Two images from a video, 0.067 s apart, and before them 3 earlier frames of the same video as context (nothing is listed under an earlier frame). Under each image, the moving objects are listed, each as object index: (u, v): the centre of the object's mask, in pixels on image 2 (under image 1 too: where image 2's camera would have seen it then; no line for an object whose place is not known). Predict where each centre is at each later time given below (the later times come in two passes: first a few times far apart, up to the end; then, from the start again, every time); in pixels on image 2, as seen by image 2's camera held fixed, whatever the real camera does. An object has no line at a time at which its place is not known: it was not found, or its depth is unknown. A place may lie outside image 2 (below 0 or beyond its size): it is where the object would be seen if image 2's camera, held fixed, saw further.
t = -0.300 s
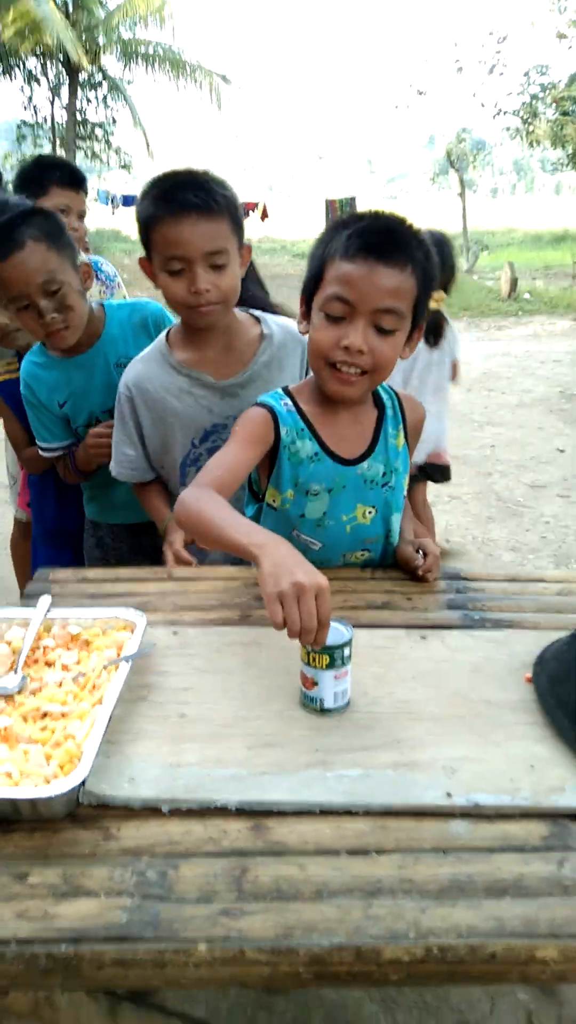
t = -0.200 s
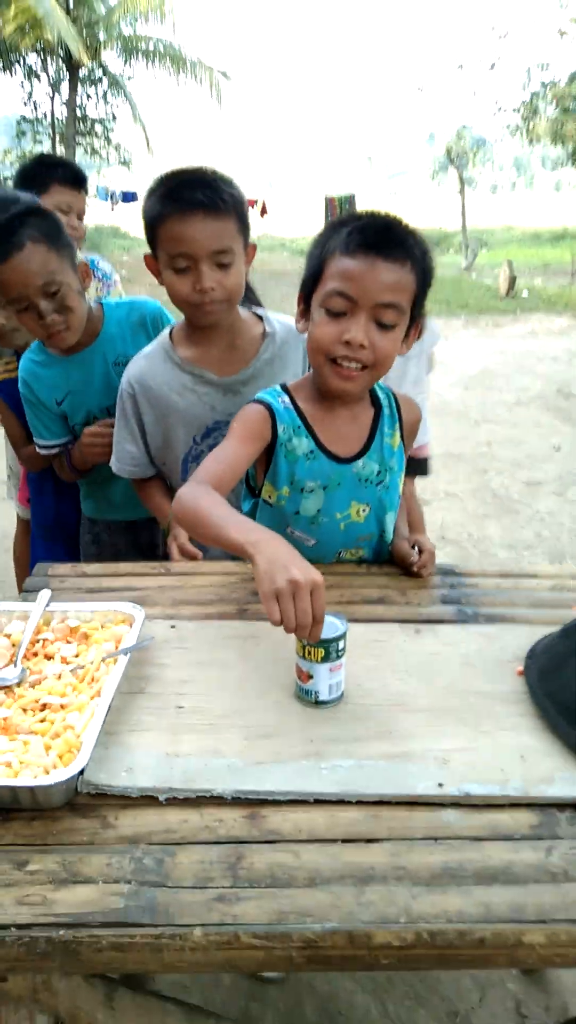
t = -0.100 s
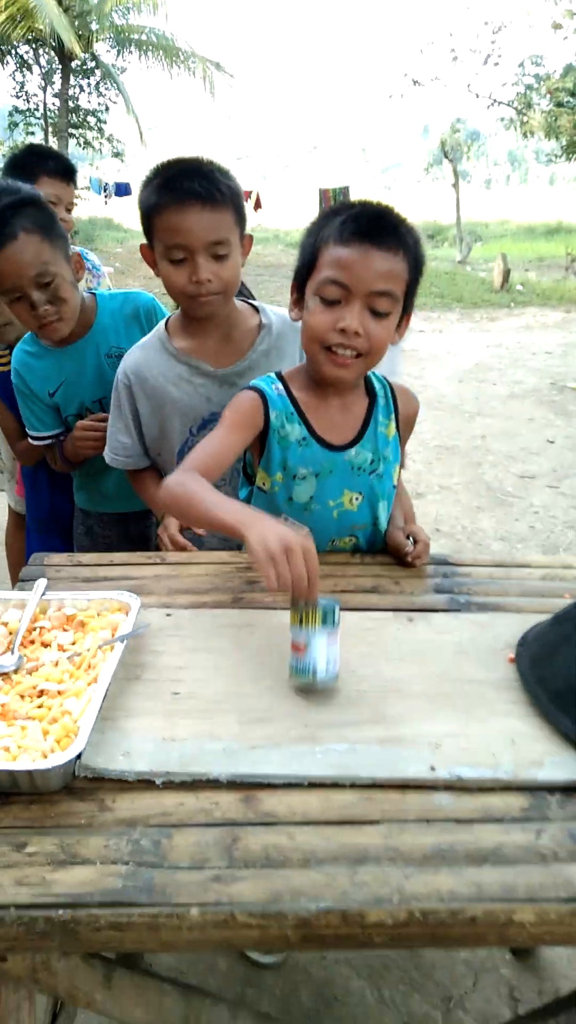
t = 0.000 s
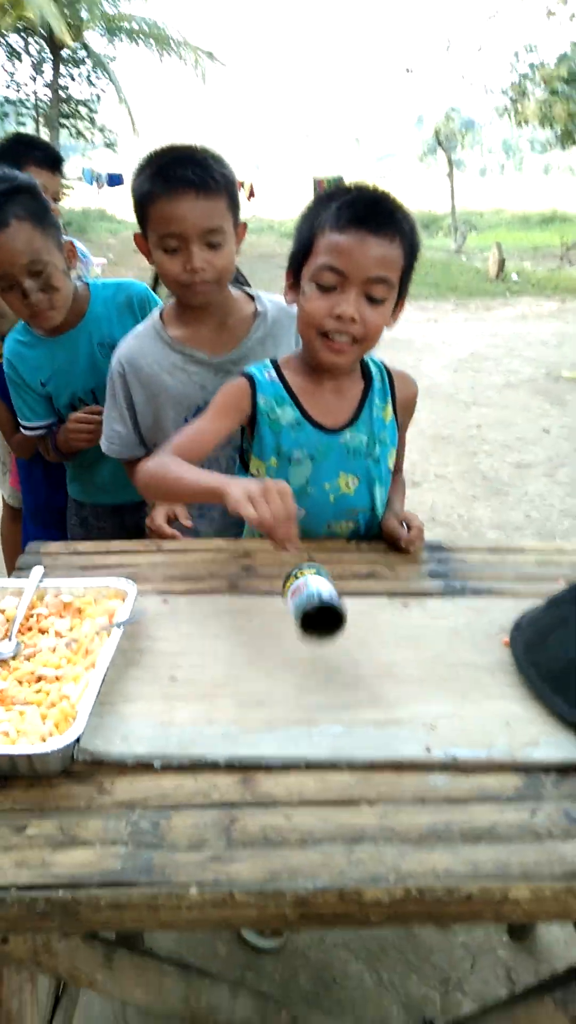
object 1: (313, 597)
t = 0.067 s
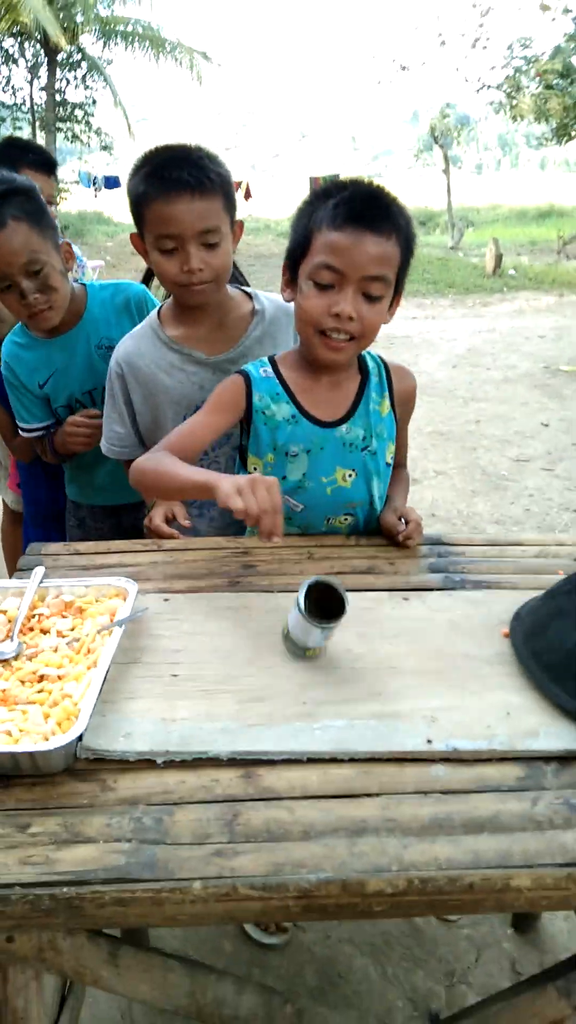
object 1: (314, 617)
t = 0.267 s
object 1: (289, 604)
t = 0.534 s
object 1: (247, 614)
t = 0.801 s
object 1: (242, 622)
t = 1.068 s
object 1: (234, 634)
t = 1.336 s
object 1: (229, 642)
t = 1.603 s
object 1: (229, 641)
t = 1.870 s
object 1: (233, 636)
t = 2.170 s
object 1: (241, 624)
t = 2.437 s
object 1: (242, 621)
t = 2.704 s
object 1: (240, 624)
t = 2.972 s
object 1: (235, 632)
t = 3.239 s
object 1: (232, 638)
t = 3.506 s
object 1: (232, 637)
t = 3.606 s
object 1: (235, 635)
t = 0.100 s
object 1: (312, 617)
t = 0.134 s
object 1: (310, 615)
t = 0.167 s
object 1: (306, 614)
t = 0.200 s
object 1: (300, 611)
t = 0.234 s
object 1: (295, 606)
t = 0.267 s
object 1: (289, 604)
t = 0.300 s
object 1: (284, 602)
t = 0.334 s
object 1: (278, 601)
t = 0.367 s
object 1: (271, 602)
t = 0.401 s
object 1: (263, 603)
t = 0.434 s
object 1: (253, 609)
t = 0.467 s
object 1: (249, 612)
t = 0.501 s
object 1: (248, 611)
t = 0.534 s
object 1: (247, 614)
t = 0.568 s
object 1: (246, 615)
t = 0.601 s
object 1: (246, 616)
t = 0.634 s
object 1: (245, 616)
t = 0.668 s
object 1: (245, 617)
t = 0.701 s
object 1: (244, 618)
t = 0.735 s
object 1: (243, 619)
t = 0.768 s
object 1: (242, 620)
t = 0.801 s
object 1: (242, 622)
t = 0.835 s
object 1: (241, 623)
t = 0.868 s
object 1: (240, 625)
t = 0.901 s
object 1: (239, 626)
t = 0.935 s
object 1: (237, 628)
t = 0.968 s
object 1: (236, 629)
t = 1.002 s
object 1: (235, 631)
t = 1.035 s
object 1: (234, 633)
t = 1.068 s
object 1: (234, 634)
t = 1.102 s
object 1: (233, 635)
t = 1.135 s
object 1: (232, 637)
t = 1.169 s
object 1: (231, 638)
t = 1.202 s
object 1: (230, 639)
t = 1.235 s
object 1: (230, 640)
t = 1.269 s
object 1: (229, 641)
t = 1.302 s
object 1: (229, 642)
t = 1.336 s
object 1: (229, 642)
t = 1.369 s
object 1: (229, 643)
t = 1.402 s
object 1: (228, 643)
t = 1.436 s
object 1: (228, 643)
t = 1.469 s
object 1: (228, 643)
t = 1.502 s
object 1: (228, 642)
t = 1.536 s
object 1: (229, 640)
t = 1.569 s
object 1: (229, 640)
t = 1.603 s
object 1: (229, 641)
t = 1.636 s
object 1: (229, 640)
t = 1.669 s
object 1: (230, 639)
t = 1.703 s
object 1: (230, 639)
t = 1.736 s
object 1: (231, 640)
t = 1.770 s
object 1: (232, 639)
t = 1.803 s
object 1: (232, 638)
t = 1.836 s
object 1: (233, 636)
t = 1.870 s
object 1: (233, 636)
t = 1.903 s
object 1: (234, 634)
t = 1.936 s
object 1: (235, 633)
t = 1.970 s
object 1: (236, 632)
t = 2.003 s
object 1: (237, 630)
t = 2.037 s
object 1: (238, 629)
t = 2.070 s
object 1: (238, 628)
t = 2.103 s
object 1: (239, 626)
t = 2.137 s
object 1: (240, 625)
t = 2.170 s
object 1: (241, 624)
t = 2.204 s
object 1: (241, 623)
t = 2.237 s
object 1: (242, 623)
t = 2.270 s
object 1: (242, 622)
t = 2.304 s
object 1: (242, 622)
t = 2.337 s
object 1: (242, 621)
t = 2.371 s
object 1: (242, 621)
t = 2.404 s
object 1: (243, 621)
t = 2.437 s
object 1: (242, 621)
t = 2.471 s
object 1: (242, 621)
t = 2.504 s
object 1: (242, 622)
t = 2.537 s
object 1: (242, 622)
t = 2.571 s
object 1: (242, 622)
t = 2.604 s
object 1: (242, 623)
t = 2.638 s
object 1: (242, 623)
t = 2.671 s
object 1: (241, 624)
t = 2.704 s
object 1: (240, 624)
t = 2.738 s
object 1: (240, 625)
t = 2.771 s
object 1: (239, 626)
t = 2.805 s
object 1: (239, 627)
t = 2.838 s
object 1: (238, 628)
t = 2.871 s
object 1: (237, 629)
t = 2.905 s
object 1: (237, 630)
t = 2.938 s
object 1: (236, 631)
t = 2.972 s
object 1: (235, 632)
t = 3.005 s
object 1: (235, 634)
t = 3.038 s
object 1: (234, 635)
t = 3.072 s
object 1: (234, 635)
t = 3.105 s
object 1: (233, 636)
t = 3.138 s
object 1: (233, 637)
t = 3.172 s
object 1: (232, 637)
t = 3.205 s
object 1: (232, 638)
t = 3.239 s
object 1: (232, 638)
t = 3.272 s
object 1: (231, 638)
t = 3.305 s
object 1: (231, 638)
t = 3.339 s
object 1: (232, 638)
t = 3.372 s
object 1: (232, 638)
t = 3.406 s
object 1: (232, 638)
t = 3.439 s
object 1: (232, 638)
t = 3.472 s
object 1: (232, 637)
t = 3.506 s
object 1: (232, 637)
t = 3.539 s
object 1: (233, 636)
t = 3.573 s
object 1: (234, 635)
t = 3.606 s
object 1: (235, 635)
